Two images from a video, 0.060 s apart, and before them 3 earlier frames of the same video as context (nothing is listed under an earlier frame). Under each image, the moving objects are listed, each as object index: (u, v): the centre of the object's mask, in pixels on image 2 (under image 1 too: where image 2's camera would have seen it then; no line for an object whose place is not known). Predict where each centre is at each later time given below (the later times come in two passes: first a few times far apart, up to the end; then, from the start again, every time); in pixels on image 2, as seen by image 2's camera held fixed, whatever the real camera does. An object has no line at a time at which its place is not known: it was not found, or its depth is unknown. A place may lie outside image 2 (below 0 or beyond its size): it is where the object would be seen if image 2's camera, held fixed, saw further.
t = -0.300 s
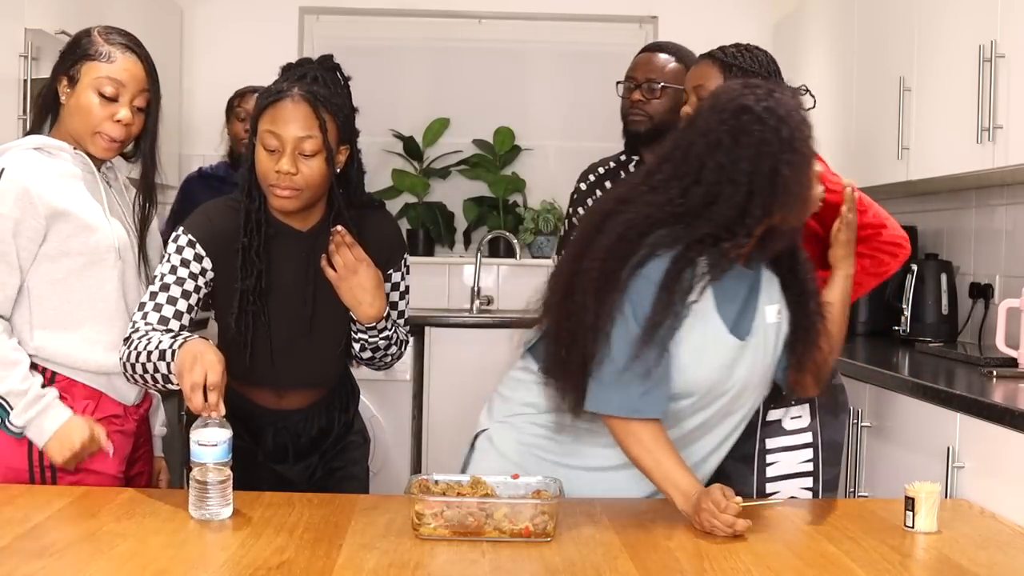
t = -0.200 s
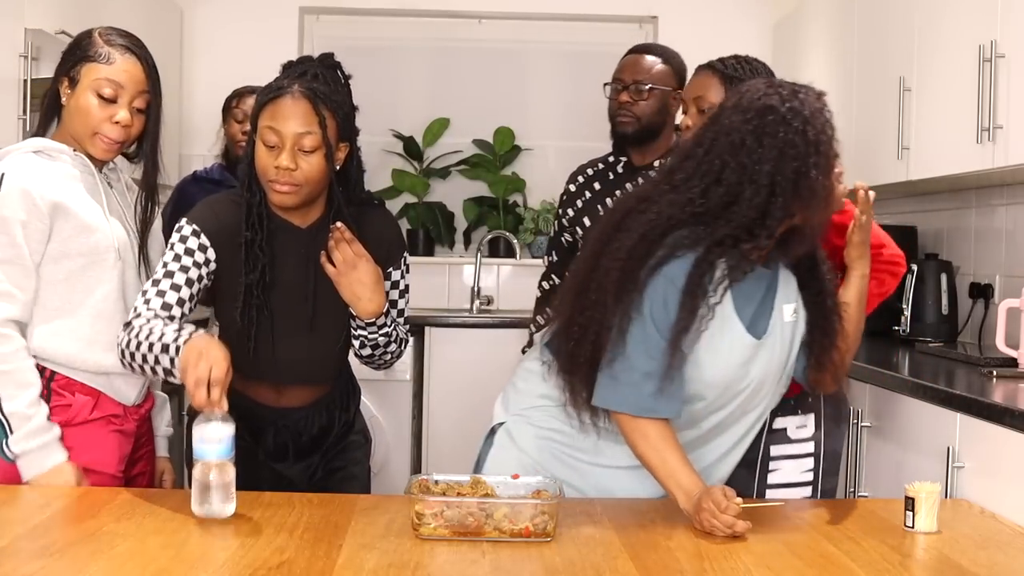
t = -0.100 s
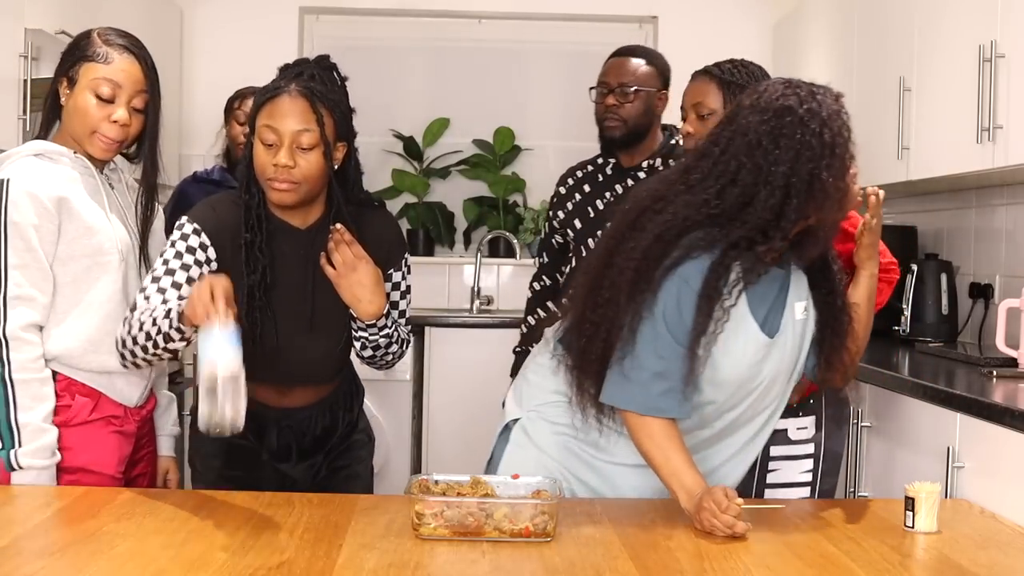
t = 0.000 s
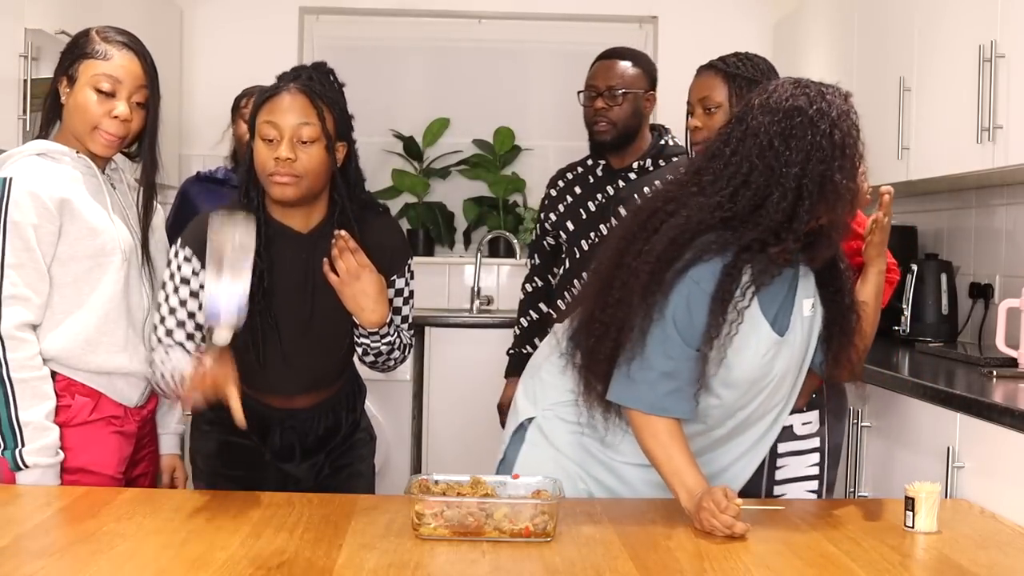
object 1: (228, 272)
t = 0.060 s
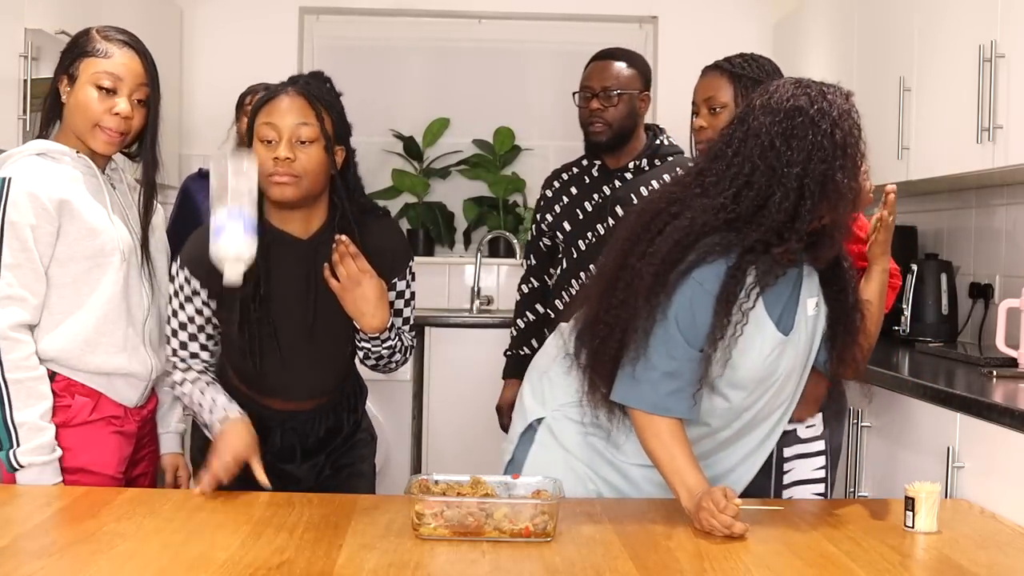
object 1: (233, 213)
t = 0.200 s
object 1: (243, 165)
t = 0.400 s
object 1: (251, 359)
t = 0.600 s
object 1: (263, 547)
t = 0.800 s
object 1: (263, 548)
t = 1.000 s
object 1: (264, 548)
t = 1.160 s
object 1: (264, 548)
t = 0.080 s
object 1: (235, 198)
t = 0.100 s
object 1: (237, 187)
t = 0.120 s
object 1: (238, 177)
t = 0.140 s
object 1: (240, 170)
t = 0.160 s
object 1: (241, 166)
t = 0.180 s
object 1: (242, 164)
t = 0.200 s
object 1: (243, 165)
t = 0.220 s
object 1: (244, 172)
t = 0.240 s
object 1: (244, 180)
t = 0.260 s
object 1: (245, 192)
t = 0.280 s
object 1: (246, 206)
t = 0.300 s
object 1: (246, 224)
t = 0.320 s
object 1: (247, 245)
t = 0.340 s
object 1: (248, 269)
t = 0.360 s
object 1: (249, 298)
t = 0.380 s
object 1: (250, 329)
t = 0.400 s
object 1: (251, 359)
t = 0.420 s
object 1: (251, 400)
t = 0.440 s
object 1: (252, 442)
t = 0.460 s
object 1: (253, 495)
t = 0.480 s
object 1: (256, 517)
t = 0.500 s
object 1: (260, 542)
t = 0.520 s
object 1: (259, 545)
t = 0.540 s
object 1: (260, 546)
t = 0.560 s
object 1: (261, 547)
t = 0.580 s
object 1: (261, 547)
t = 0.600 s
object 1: (263, 547)
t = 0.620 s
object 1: (264, 548)
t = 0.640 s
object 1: (264, 548)
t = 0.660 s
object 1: (263, 548)
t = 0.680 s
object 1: (263, 548)
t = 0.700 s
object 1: (263, 548)
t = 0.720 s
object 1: (263, 548)
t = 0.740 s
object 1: (264, 548)
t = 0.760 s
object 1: (264, 548)
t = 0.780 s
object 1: (264, 548)
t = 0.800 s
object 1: (263, 548)
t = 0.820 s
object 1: (263, 548)
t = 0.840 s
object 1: (263, 548)
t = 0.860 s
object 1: (263, 548)
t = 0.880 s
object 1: (263, 548)
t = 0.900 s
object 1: (263, 548)
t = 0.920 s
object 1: (263, 548)
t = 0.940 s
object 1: (263, 548)
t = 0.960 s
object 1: (263, 548)
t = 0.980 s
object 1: (263, 548)
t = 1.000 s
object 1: (264, 548)
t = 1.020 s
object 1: (264, 548)
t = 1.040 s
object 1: (264, 548)
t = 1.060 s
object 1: (264, 548)
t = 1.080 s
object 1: (264, 548)
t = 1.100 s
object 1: (264, 548)
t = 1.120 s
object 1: (264, 548)
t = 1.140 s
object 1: (264, 548)
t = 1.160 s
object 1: (264, 548)
